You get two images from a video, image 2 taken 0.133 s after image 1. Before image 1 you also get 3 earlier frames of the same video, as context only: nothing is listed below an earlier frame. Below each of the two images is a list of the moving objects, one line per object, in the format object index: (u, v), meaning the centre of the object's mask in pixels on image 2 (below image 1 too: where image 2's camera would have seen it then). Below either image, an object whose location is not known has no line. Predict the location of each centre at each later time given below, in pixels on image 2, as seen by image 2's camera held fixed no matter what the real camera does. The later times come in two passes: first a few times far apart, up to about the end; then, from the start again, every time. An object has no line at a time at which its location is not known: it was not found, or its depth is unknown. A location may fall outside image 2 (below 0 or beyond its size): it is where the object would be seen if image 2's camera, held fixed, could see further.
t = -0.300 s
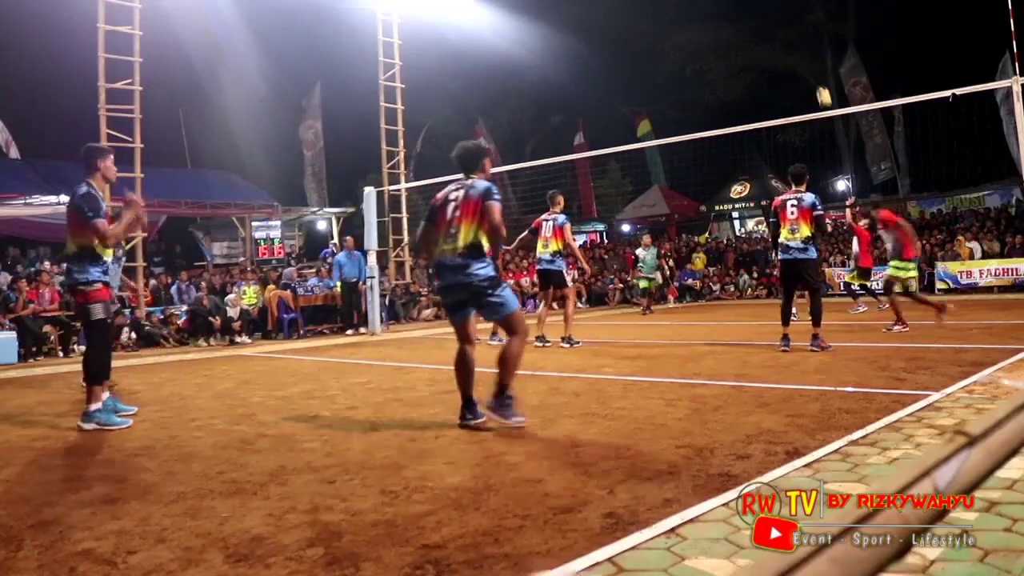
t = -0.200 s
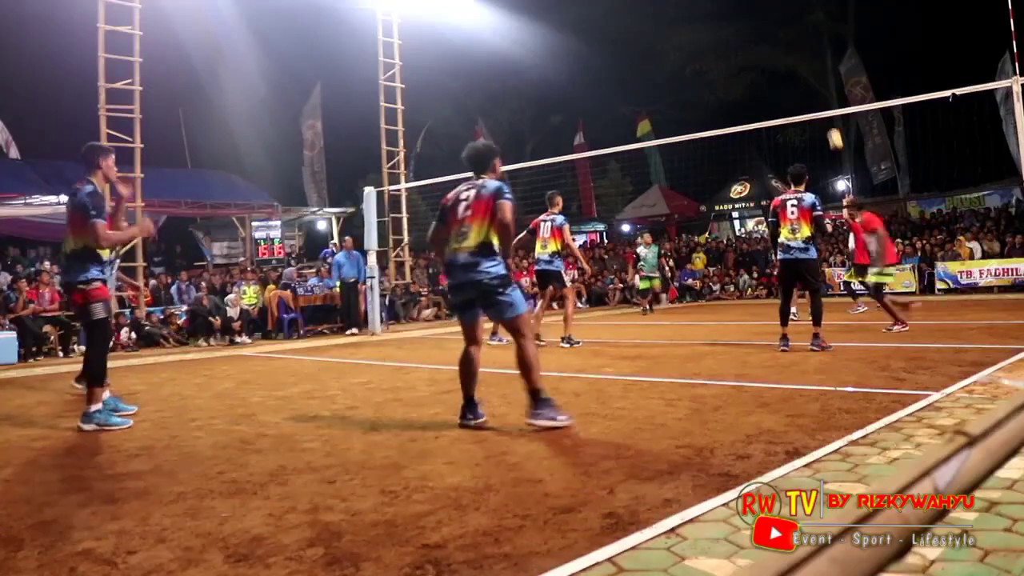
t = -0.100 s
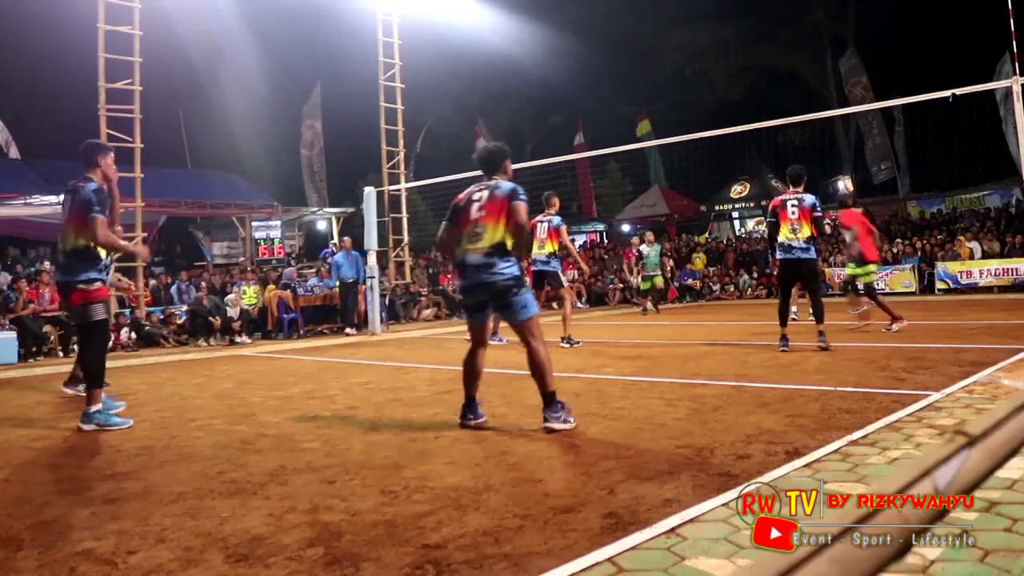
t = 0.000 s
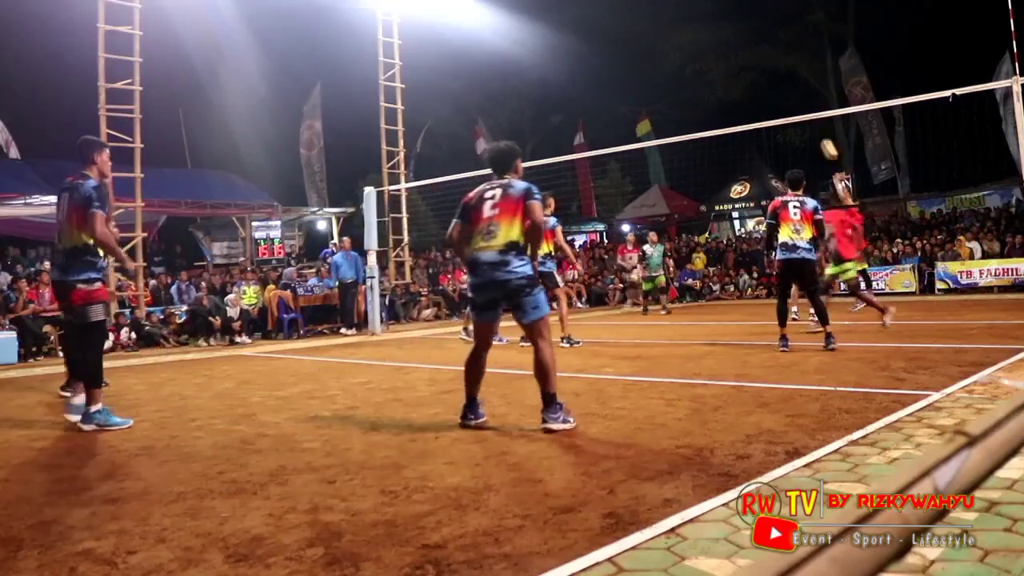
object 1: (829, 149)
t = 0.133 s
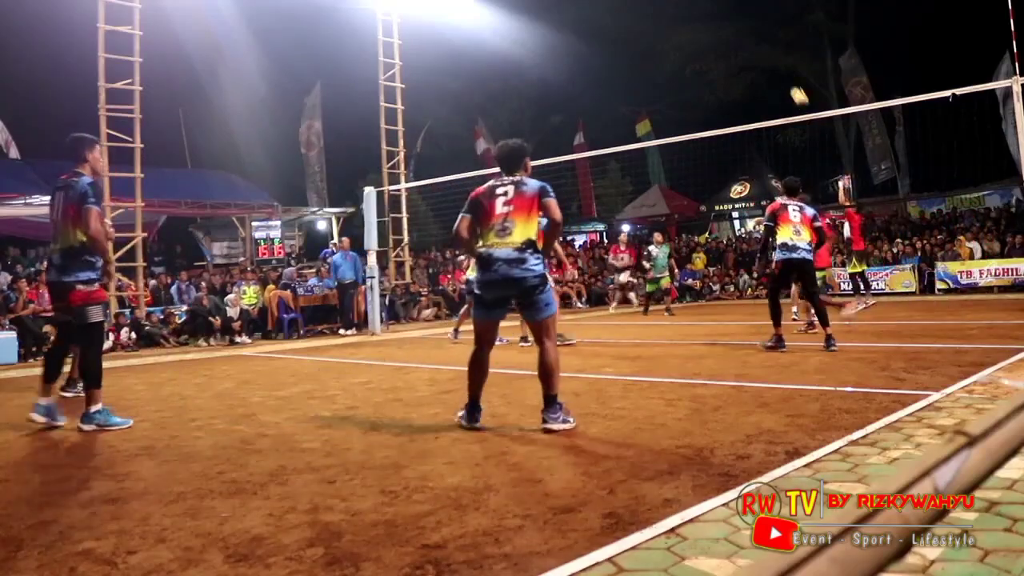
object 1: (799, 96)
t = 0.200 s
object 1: (784, 74)
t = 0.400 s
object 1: (742, 23)
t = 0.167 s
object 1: (792, 84)
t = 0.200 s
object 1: (784, 74)
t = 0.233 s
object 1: (777, 64)
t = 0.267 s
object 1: (770, 54)
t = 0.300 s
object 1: (763, 45)
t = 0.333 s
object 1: (756, 38)
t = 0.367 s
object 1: (749, 30)
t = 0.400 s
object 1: (742, 23)
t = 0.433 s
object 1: (736, 18)
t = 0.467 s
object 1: (729, 12)
